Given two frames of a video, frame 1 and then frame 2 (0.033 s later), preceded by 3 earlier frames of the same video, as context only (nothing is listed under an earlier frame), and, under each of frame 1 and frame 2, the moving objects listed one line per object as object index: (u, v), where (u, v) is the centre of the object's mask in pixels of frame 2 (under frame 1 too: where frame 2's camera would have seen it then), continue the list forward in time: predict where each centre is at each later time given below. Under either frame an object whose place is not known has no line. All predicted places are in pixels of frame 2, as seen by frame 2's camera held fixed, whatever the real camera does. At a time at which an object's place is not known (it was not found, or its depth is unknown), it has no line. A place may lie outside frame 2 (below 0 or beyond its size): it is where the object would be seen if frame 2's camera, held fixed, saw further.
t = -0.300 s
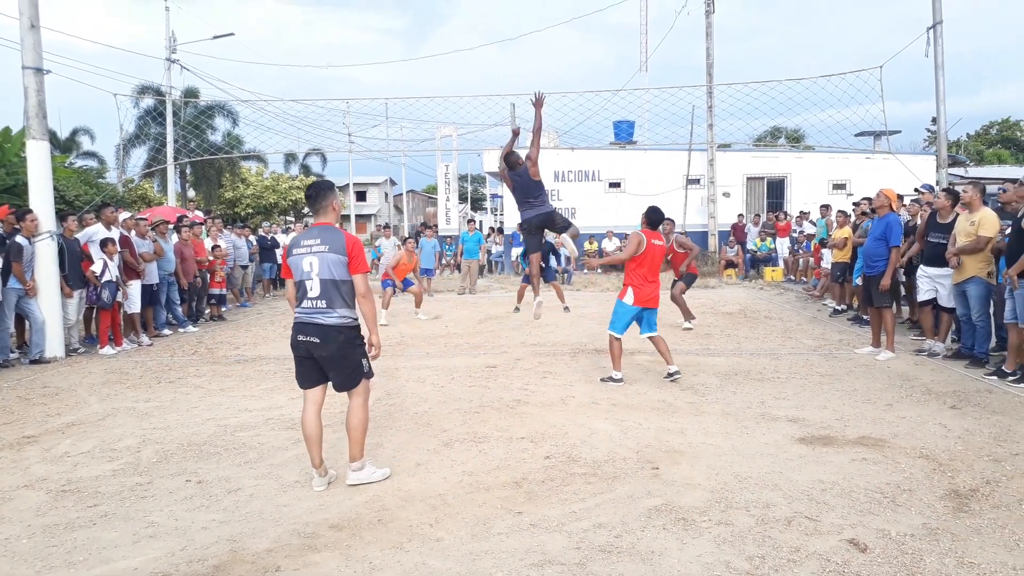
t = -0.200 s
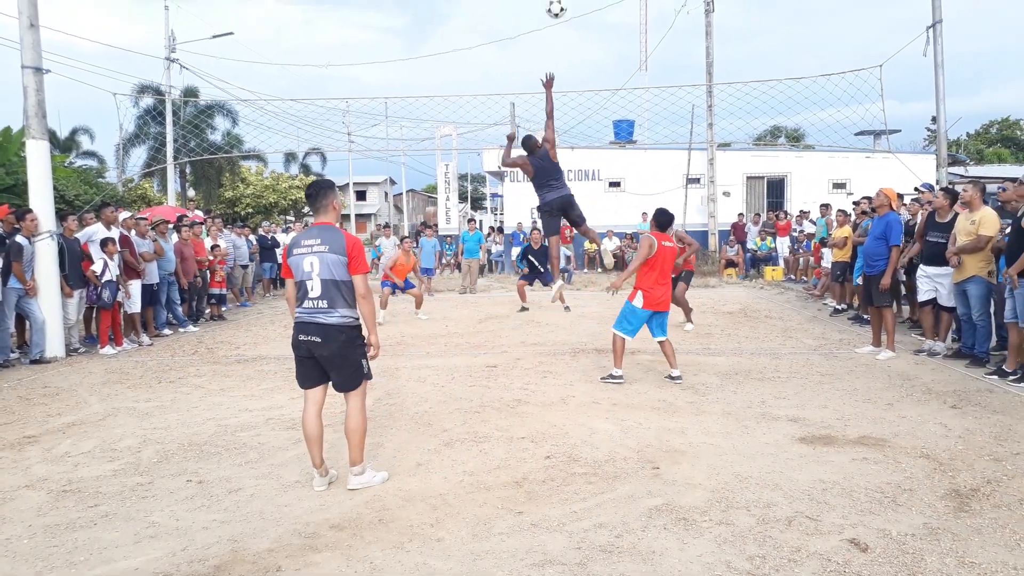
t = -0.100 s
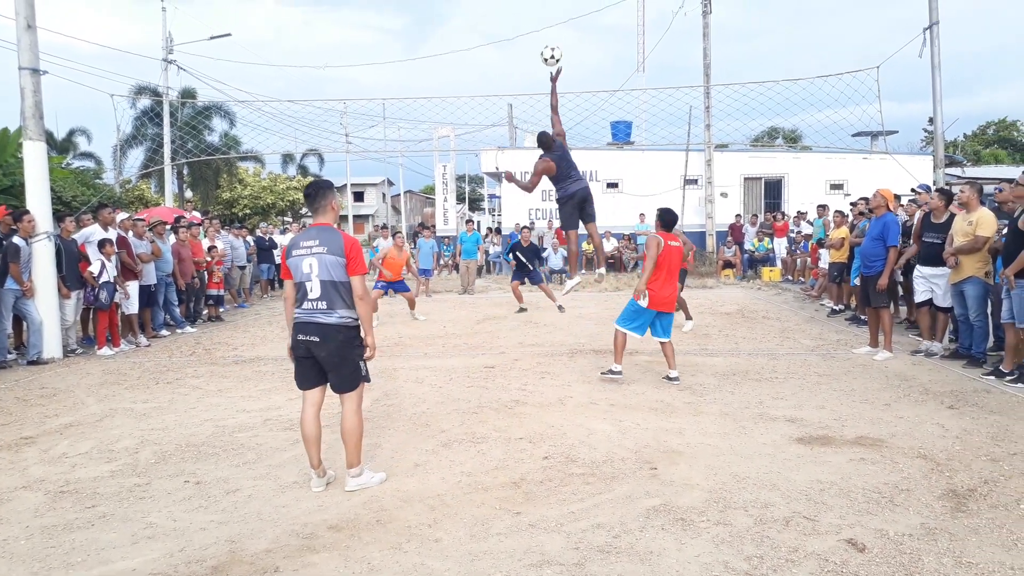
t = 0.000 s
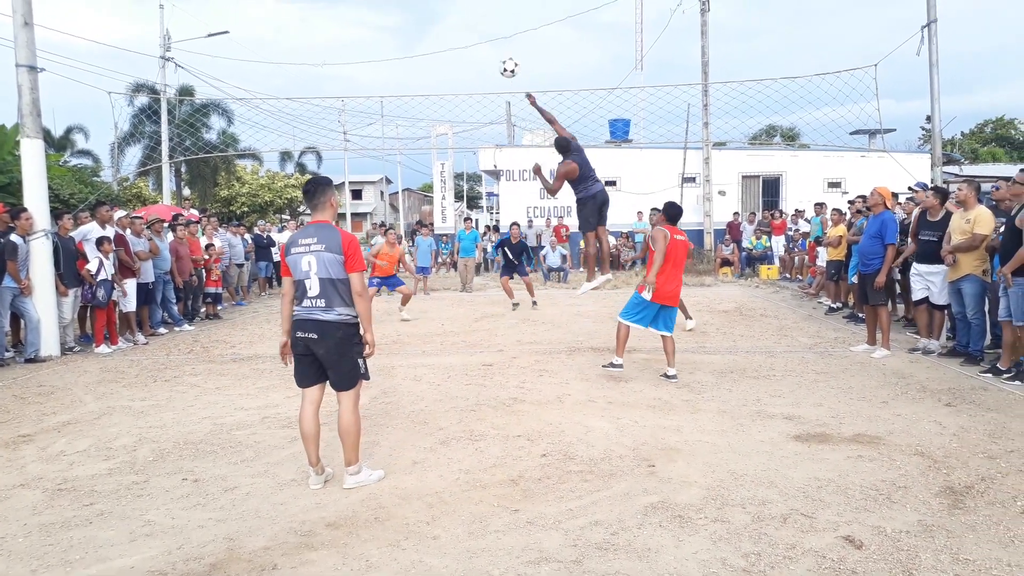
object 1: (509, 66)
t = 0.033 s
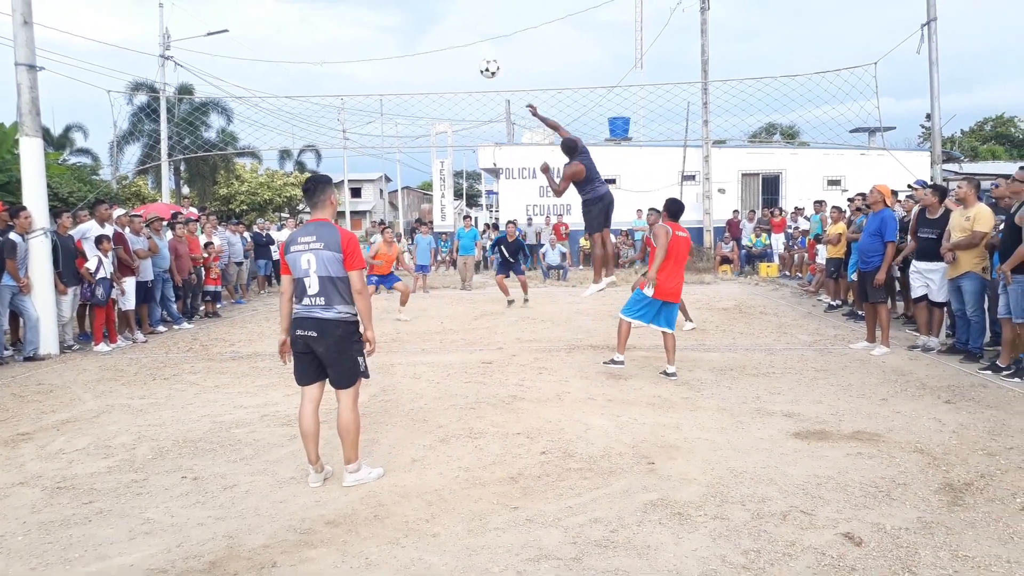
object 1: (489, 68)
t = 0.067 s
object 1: (470, 71)
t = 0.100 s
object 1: (452, 76)
